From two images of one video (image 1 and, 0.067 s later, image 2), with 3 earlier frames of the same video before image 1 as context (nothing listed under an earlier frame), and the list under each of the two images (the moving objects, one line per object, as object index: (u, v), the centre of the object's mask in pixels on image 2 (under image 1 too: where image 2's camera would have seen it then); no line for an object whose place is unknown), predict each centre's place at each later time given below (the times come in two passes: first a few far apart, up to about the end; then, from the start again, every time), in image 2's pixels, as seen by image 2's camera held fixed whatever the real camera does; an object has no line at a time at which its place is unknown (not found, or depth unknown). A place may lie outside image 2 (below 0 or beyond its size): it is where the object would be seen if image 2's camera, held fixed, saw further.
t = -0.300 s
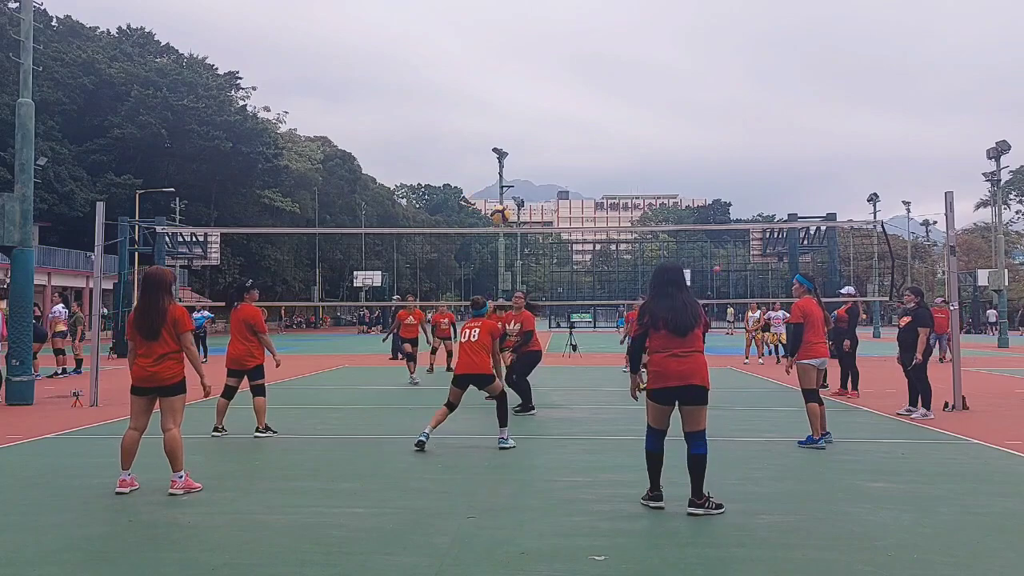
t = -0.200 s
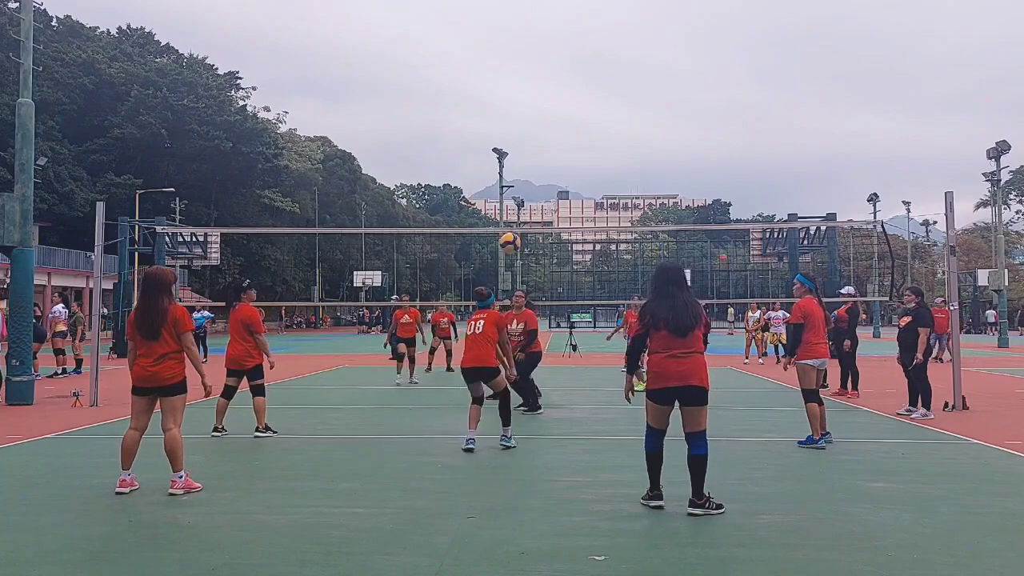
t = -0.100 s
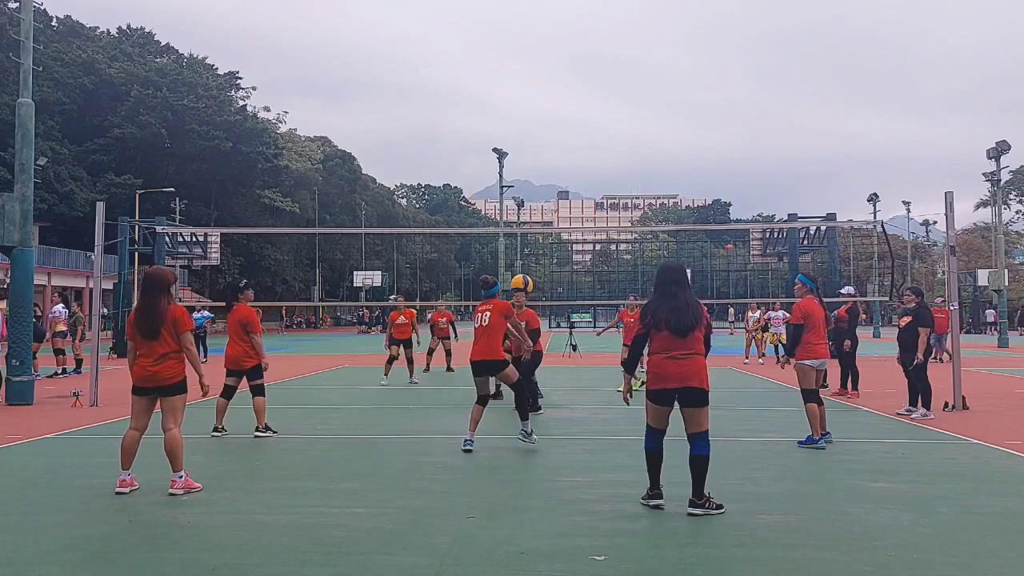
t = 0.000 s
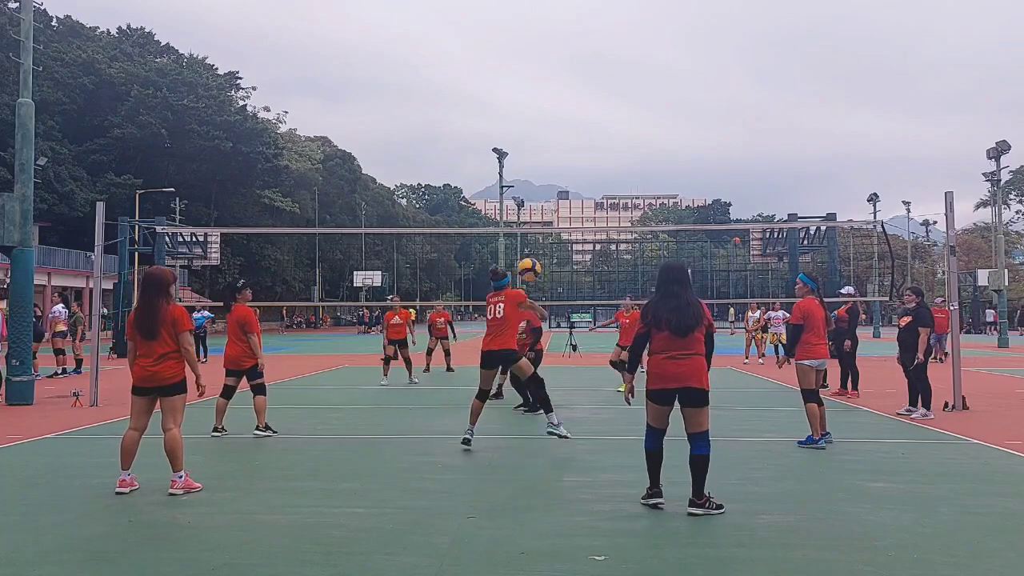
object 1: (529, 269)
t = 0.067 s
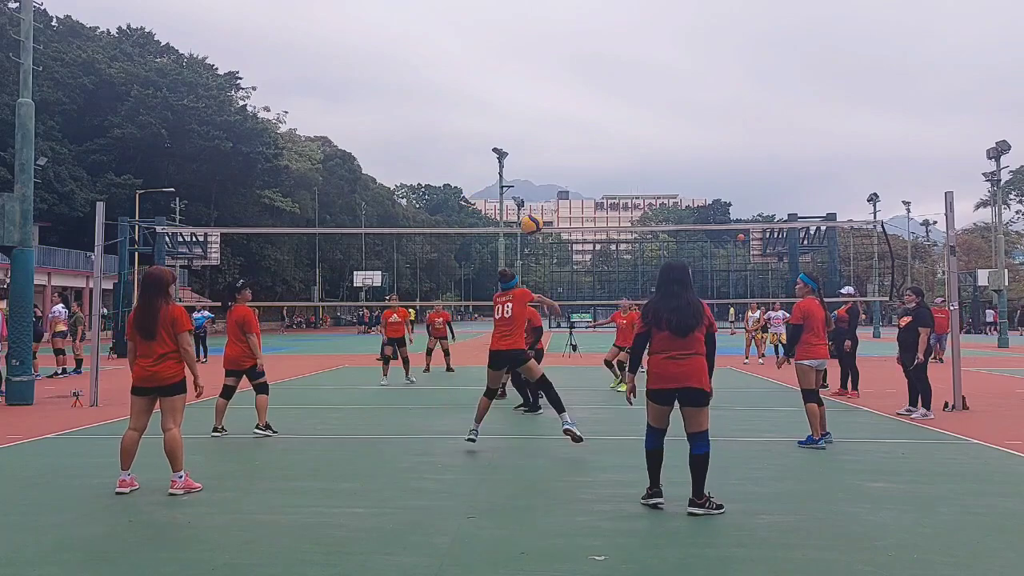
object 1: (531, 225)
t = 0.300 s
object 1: (537, 106)
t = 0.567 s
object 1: (543, 43)
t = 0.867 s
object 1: (548, 58)
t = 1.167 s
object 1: (553, 161)
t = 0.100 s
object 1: (533, 204)
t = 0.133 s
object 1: (533, 185)
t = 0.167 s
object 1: (534, 166)
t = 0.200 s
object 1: (535, 150)
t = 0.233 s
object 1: (536, 134)
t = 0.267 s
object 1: (537, 120)
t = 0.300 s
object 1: (537, 106)
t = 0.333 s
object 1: (538, 94)
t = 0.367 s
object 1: (539, 83)
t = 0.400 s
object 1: (540, 74)
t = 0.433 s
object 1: (540, 65)
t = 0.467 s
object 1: (541, 58)
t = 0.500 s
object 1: (542, 52)
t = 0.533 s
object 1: (542, 47)
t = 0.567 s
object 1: (543, 43)
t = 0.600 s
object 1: (544, 40)
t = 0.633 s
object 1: (544, 39)
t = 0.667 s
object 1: (545, 38)
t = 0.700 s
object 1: (545, 39)
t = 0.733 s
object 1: (546, 40)
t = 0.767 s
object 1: (546, 43)
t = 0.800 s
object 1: (547, 47)
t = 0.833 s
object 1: (547, 52)
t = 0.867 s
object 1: (548, 58)
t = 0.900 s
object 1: (549, 66)
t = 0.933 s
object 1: (549, 74)
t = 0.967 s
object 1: (550, 83)
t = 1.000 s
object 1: (550, 94)
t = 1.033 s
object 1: (551, 105)
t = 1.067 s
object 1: (551, 118)
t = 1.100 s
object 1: (552, 131)
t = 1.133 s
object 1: (553, 146)
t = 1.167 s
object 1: (553, 161)
